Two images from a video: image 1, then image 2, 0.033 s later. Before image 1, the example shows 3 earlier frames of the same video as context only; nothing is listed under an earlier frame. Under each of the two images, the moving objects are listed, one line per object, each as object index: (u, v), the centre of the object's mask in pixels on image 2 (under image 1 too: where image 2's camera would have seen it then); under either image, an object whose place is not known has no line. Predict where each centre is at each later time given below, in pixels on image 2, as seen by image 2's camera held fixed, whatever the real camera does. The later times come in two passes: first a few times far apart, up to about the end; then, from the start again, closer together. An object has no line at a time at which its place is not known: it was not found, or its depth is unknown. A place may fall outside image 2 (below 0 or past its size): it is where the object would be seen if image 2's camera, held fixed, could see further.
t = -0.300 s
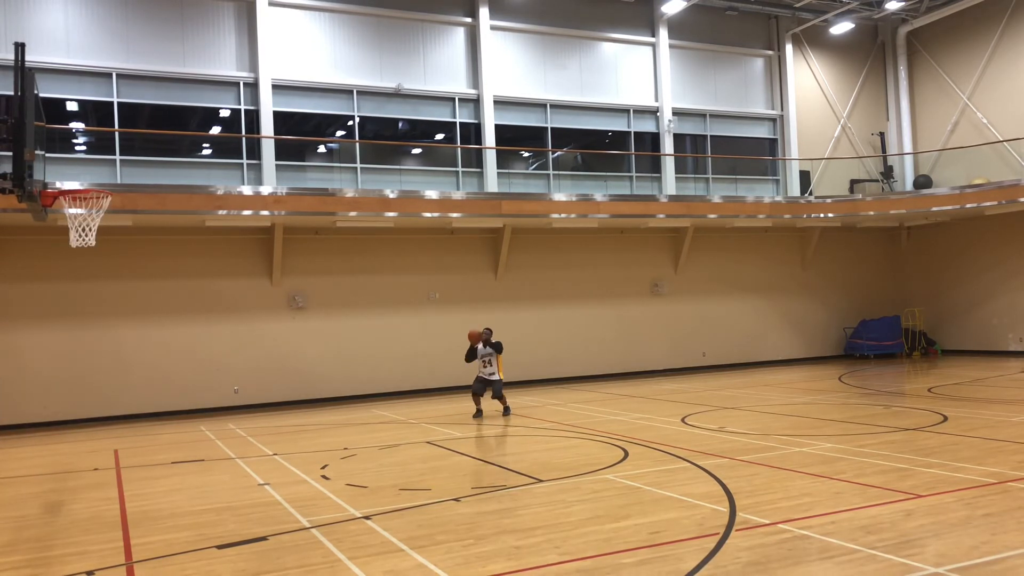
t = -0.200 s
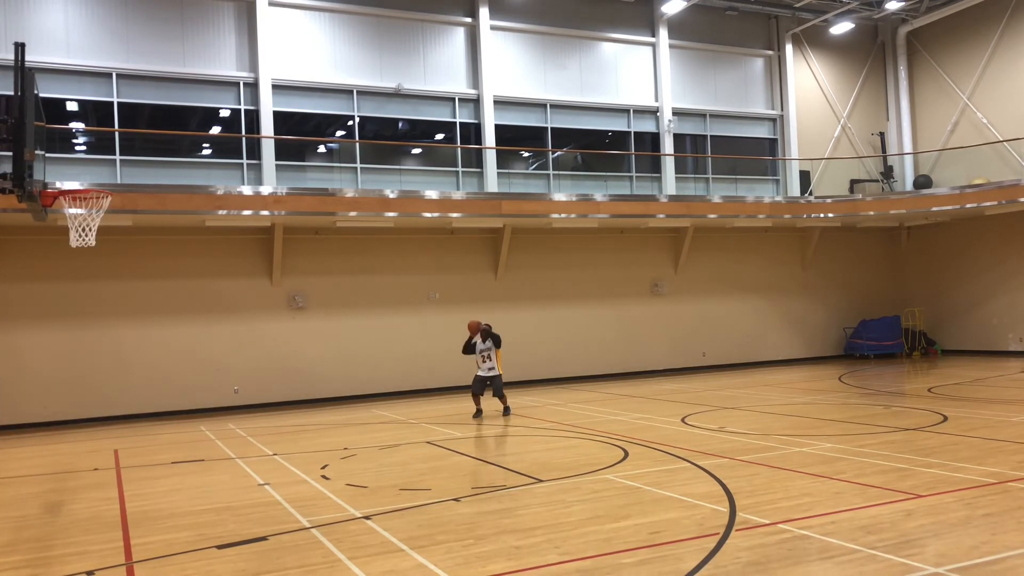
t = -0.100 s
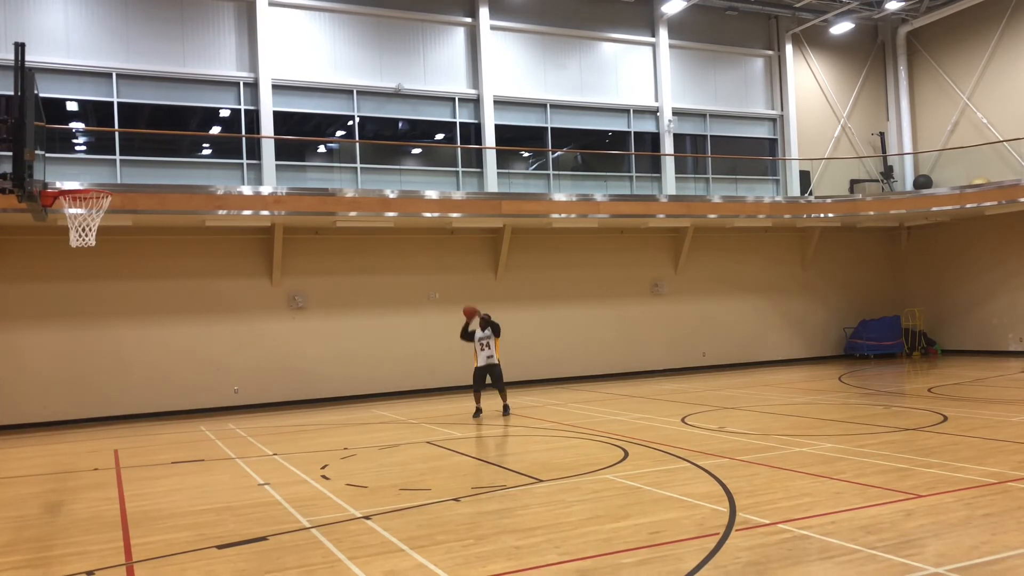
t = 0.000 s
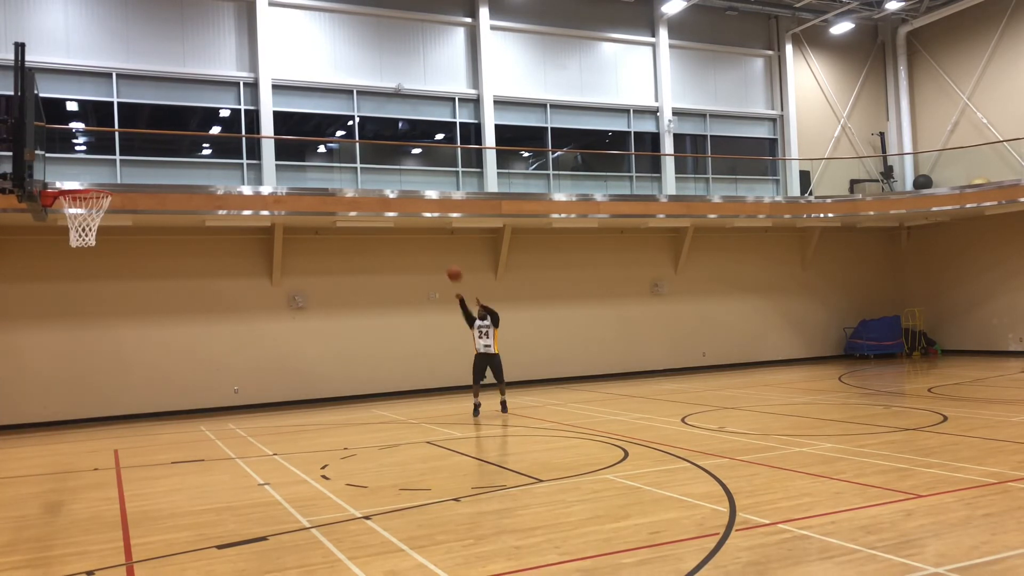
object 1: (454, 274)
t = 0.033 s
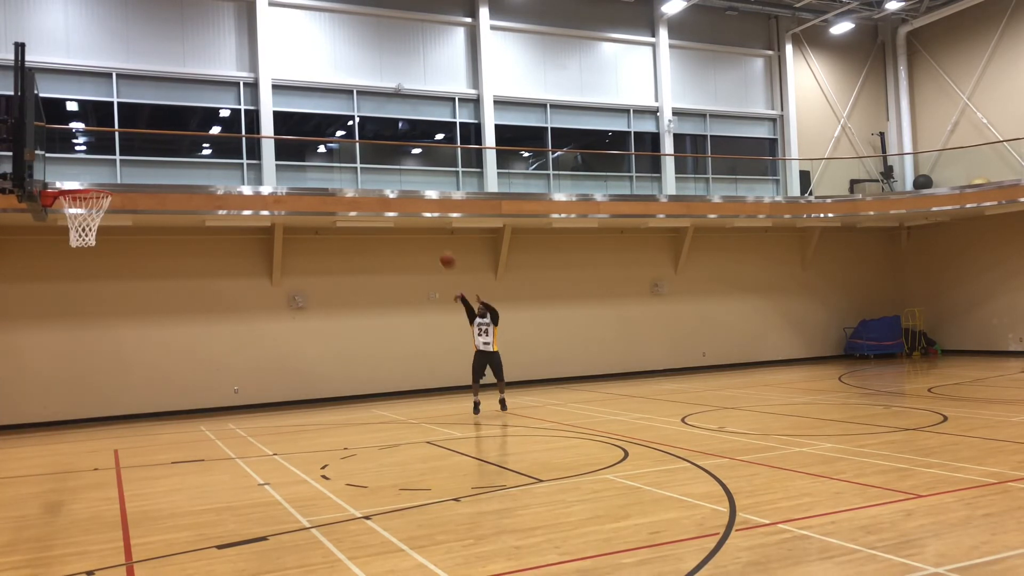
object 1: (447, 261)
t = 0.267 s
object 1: (396, 174)
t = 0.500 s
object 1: (338, 111)
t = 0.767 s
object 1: (263, 79)
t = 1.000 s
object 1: (189, 93)
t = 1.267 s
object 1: (88, 175)
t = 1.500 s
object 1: (101, 227)
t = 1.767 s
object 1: (115, 290)
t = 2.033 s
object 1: (131, 413)
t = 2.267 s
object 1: (140, 431)
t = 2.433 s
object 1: (143, 378)
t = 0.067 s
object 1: (440, 247)
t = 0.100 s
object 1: (433, 235)
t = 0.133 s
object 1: (426, 221)
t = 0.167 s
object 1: (418, 209)
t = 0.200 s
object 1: (410, 196)
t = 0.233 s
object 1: (403, 185)
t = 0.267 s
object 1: (396, 174)
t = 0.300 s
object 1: (388, 163)
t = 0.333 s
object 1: (380, 153)
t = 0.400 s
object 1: (364, 134)
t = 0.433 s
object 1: (356, 126)
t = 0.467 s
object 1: (347, 118)
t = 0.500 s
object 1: (338, 111)
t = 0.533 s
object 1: (329, 104)
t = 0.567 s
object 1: (320, 99)
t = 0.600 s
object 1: (311, 94)
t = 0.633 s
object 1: (302, 90)
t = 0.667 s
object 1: (292, 85)
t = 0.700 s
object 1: (283, 83)
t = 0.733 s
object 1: (273, 80)
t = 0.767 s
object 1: (263, 79)
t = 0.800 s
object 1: (253, 78)
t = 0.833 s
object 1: (243, 78)
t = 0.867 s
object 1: (232, 79)
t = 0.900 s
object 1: (222, 81)
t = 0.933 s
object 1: (211, 85)
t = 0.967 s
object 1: (200, 88)
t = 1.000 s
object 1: (189, 93)
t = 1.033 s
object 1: (177, 100)
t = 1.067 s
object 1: (166, 107)
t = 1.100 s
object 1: (153, 116)
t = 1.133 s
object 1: (141, 124)
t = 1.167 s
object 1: (129, 135)
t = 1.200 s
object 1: (115, 147)
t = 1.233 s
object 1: (102, 160)
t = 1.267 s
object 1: (88, 175)
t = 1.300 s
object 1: (74, 188)
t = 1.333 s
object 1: (77, 196)
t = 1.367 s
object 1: (81, 203)
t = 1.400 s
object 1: (86, 206)
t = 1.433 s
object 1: (92, 216)
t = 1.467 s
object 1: (97, 222)
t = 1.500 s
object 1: (101, 227)
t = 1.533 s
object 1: (101, 235)
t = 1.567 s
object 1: (104, 240)
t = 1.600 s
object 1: (107, 244)
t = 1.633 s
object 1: (108, 250)
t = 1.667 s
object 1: (110, 259)
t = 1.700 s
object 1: (112, 268)
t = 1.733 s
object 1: (114, 278)
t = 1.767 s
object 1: (115, 290)
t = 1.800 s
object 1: (117, 302)
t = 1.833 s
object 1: (119, 316)
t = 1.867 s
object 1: (121, 330)
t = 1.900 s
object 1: (123, 344)
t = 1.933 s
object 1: (125, 360)
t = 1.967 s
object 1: (127, 377)
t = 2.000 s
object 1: (129, 394)
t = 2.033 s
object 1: (131, 413)
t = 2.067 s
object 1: (133, 431)
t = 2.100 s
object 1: (135, 452)
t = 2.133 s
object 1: (137, 474)
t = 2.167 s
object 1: (138, 475)
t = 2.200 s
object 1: (139, 459)
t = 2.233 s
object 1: (139, 445)
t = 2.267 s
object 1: (140, 431)
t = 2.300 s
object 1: (141, 418)
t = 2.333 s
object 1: (141, 407)
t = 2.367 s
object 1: (141, 396)
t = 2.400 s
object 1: (142, 386)
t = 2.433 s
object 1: (143, 378)
